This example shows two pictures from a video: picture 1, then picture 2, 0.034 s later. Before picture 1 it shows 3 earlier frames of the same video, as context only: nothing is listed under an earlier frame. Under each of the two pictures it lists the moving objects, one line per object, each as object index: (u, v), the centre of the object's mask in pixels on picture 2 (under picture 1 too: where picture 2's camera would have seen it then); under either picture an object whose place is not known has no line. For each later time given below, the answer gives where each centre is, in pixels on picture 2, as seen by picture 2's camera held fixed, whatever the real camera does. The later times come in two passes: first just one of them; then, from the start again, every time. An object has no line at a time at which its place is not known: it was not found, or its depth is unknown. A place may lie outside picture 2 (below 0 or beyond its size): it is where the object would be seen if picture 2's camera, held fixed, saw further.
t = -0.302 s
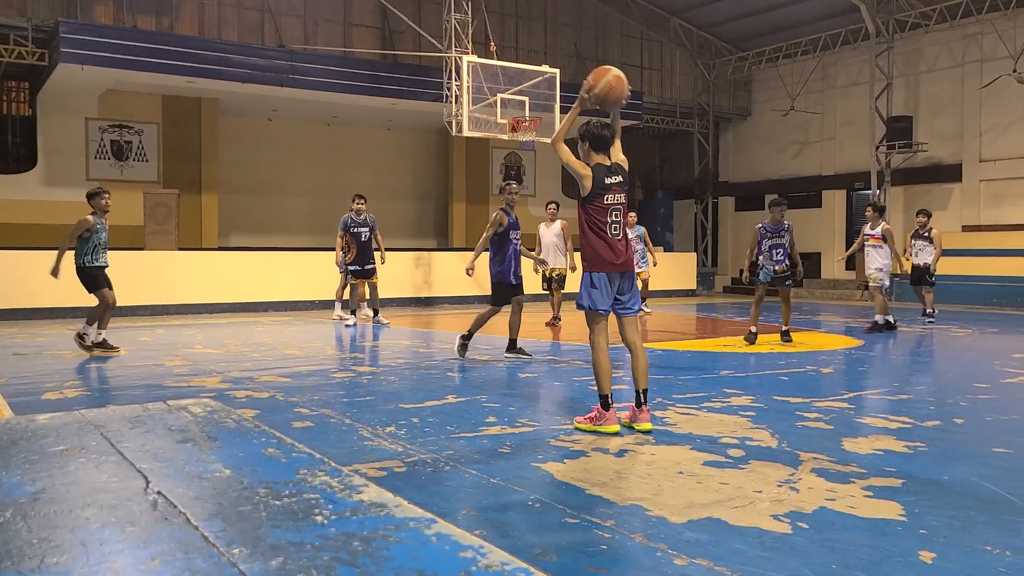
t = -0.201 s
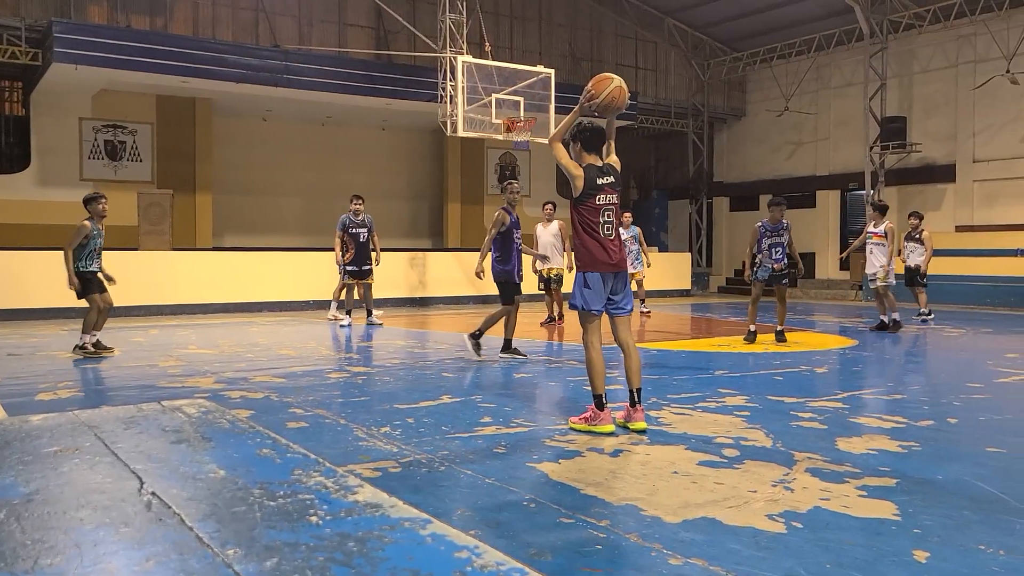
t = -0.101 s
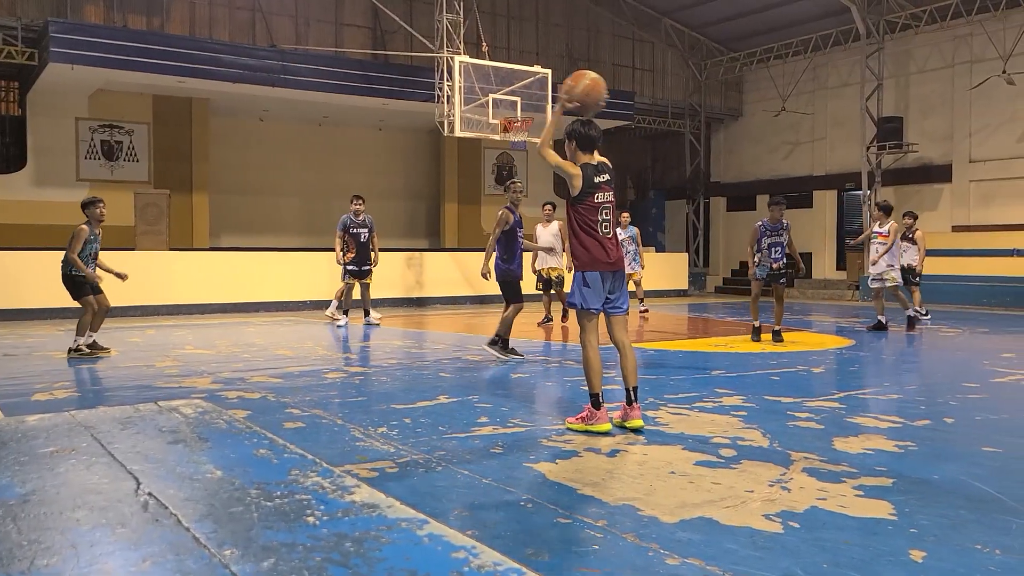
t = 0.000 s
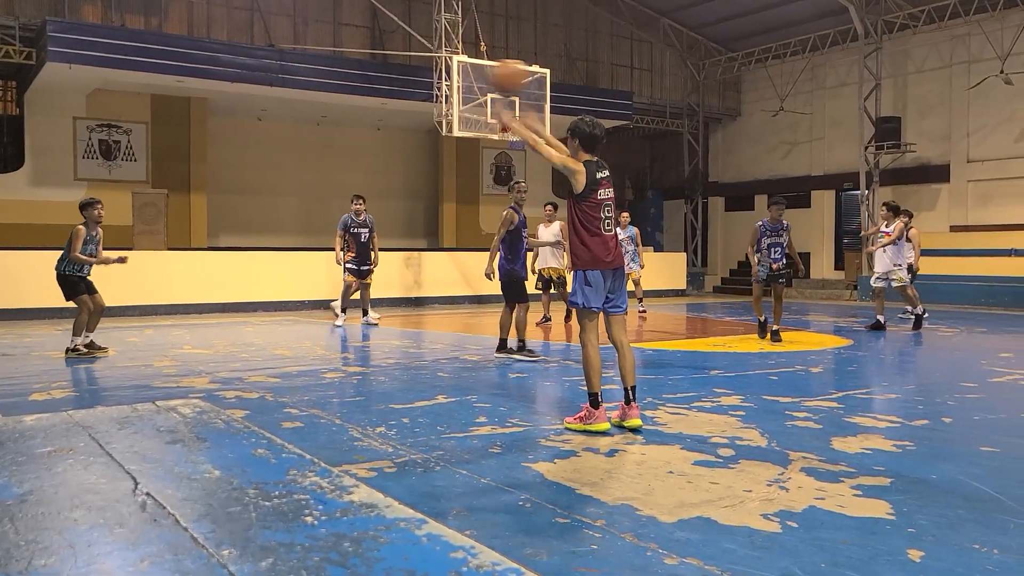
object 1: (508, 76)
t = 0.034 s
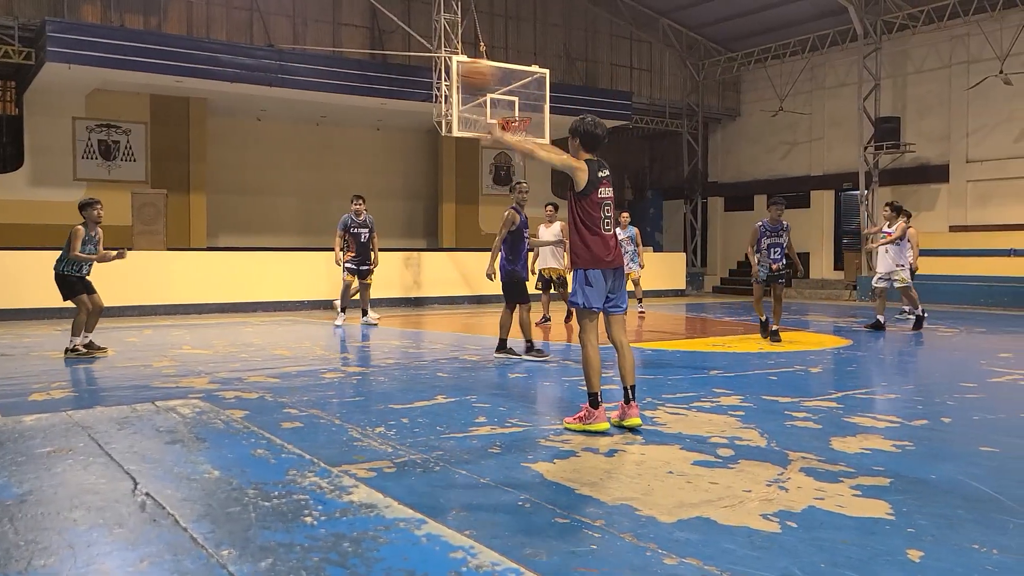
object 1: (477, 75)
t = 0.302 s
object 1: (267, 118)
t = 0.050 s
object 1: (461, 76)
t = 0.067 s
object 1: (441, 77)
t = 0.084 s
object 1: (427, 76)
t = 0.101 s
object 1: (415, 77)
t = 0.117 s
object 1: (402, 78)
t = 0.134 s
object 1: (388, 81)
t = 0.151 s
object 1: (375, 83)
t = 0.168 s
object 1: (363, 86)
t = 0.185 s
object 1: (349, 89)
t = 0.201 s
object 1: (337, 92)
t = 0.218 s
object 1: (324, 96)
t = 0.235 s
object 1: (313, 98)
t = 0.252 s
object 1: (300, 104)
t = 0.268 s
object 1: (289, 109)
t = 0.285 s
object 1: (278, 113)
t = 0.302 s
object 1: (267, 118)
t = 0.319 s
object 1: (256, 122)
